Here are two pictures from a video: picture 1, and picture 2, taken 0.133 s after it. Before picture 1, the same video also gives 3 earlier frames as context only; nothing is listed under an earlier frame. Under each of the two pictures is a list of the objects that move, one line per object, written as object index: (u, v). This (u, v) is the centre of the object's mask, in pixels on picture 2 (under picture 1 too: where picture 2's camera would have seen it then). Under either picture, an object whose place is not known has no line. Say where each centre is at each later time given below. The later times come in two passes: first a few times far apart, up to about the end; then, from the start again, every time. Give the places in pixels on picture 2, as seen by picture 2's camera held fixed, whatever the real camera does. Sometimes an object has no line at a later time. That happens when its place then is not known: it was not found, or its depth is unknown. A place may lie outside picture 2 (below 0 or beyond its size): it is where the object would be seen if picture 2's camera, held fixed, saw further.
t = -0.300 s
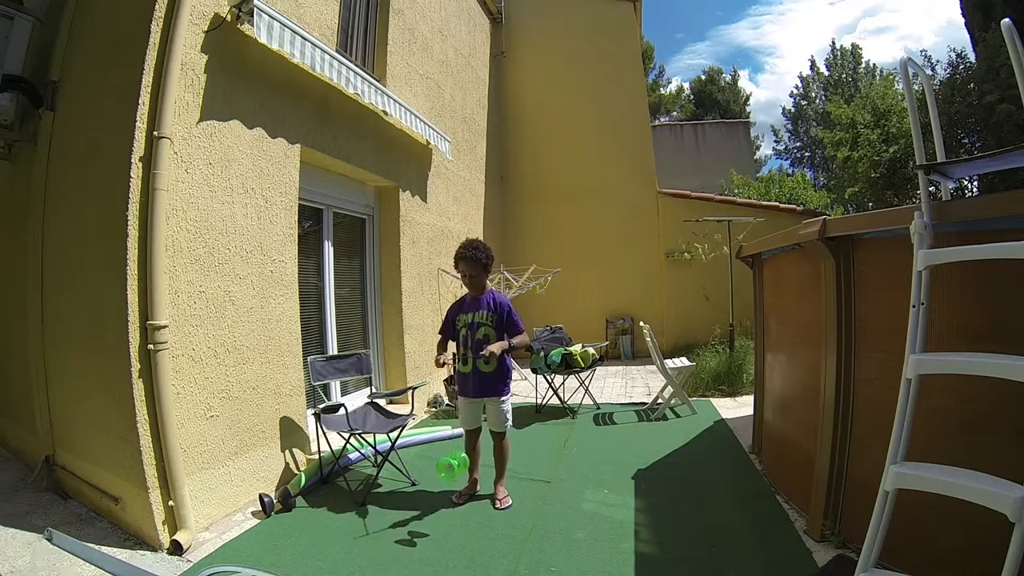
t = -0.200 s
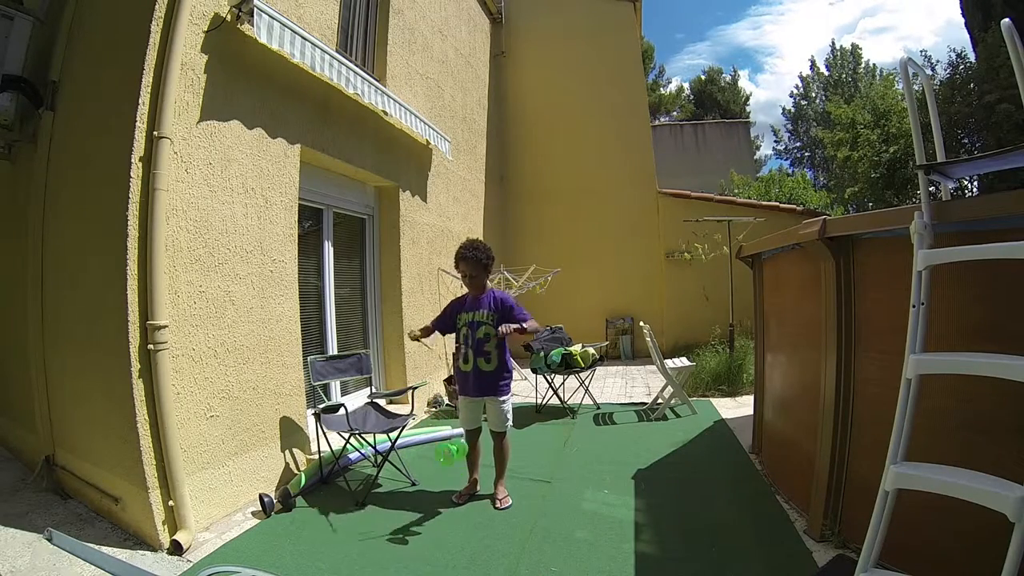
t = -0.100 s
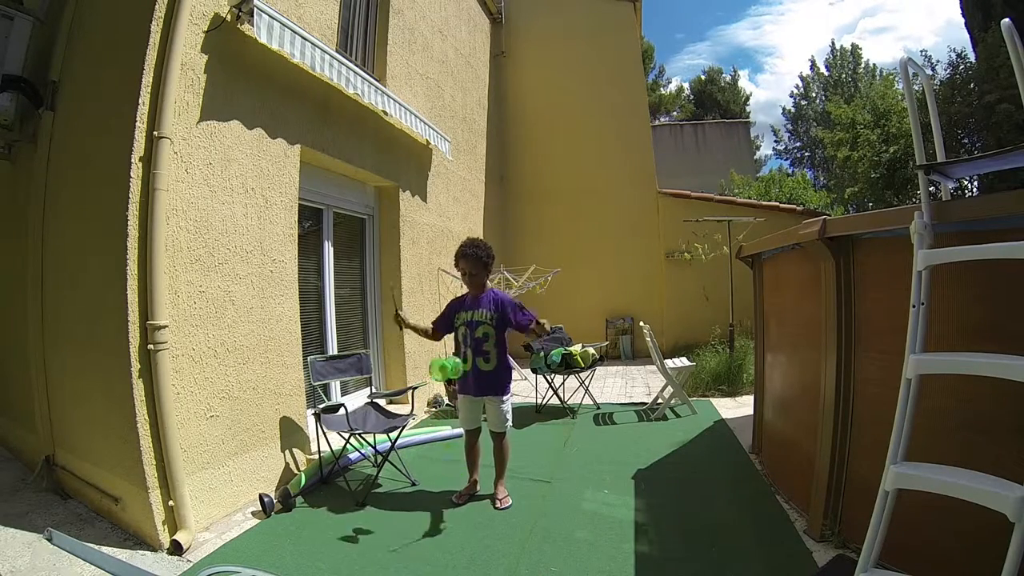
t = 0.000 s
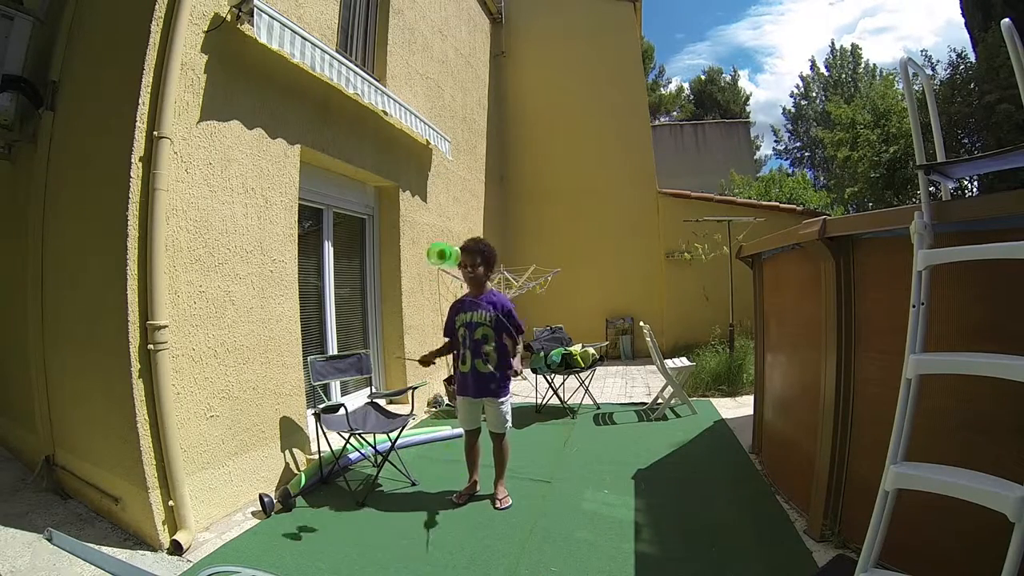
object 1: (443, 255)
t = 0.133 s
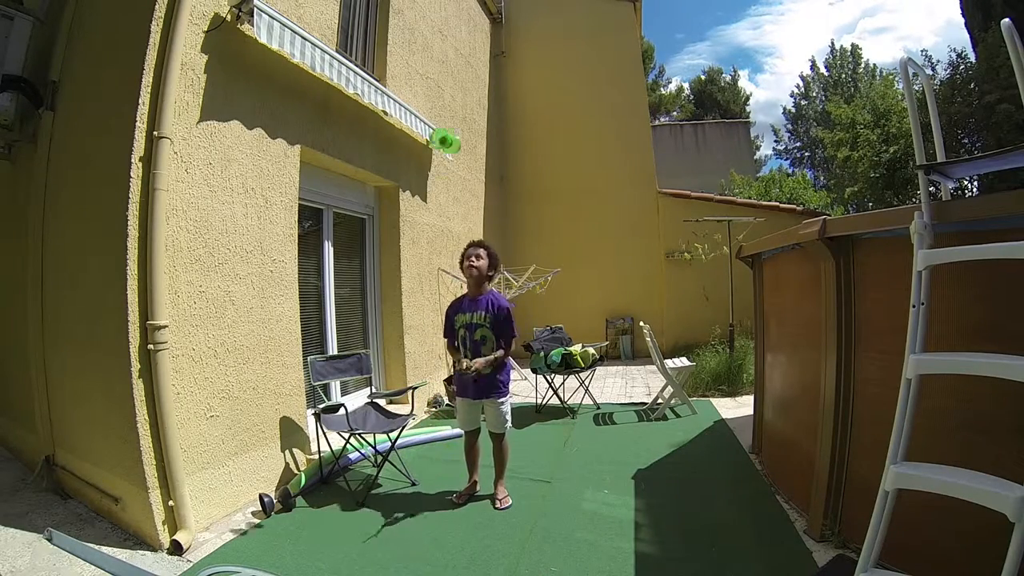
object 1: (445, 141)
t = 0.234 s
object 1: (447, 87)
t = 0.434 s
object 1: (452, 41)
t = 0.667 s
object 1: (456, 72)
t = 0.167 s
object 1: (445, 120)
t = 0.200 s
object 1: (446, 102)
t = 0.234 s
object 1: (447, 87)
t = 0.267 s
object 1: (448, 74)
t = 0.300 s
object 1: (449, 64)
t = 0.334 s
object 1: (450, 55)
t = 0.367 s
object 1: (451, 49)
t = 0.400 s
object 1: (451, 44)
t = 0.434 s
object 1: (452, 41)
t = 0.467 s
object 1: (453, 41)
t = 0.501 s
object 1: (453, 41)
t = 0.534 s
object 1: (454, 43)
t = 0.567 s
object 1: (455, 48)
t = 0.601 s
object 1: (456, 55)
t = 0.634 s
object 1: (457, 63)
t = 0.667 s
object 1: (456, 72)
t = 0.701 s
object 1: (458, 87)
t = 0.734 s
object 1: (459, 101)
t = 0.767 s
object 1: (460, 119)
